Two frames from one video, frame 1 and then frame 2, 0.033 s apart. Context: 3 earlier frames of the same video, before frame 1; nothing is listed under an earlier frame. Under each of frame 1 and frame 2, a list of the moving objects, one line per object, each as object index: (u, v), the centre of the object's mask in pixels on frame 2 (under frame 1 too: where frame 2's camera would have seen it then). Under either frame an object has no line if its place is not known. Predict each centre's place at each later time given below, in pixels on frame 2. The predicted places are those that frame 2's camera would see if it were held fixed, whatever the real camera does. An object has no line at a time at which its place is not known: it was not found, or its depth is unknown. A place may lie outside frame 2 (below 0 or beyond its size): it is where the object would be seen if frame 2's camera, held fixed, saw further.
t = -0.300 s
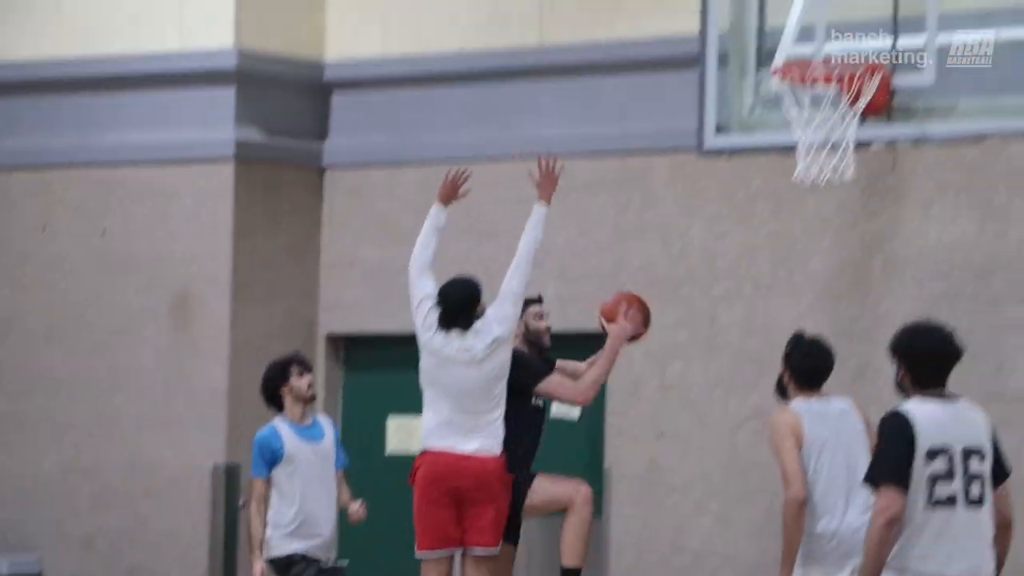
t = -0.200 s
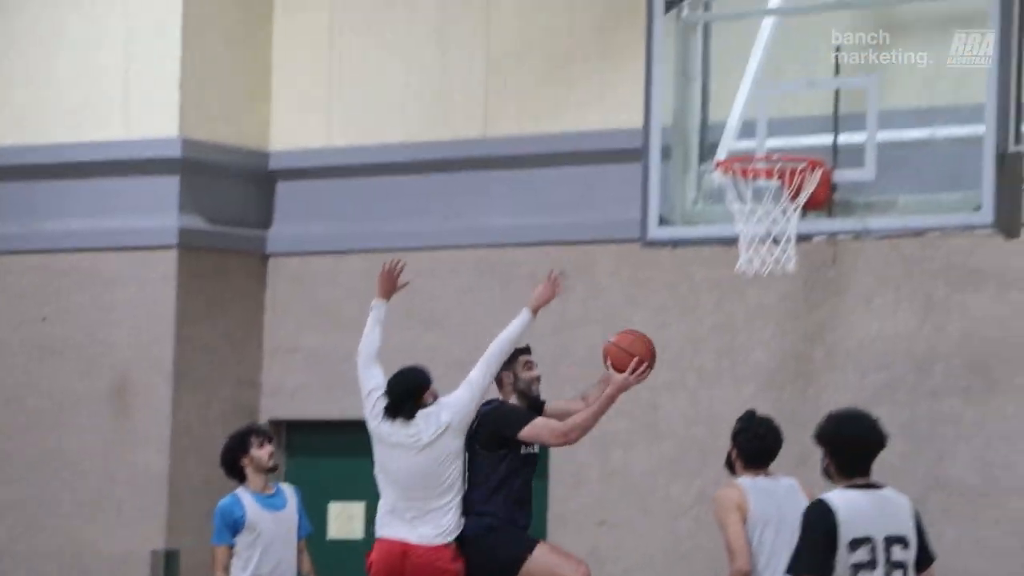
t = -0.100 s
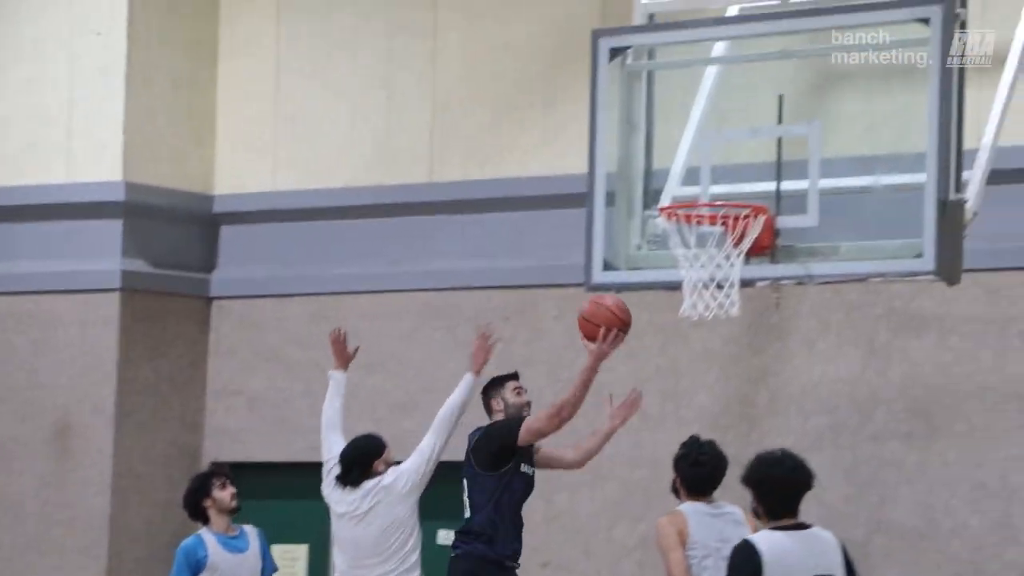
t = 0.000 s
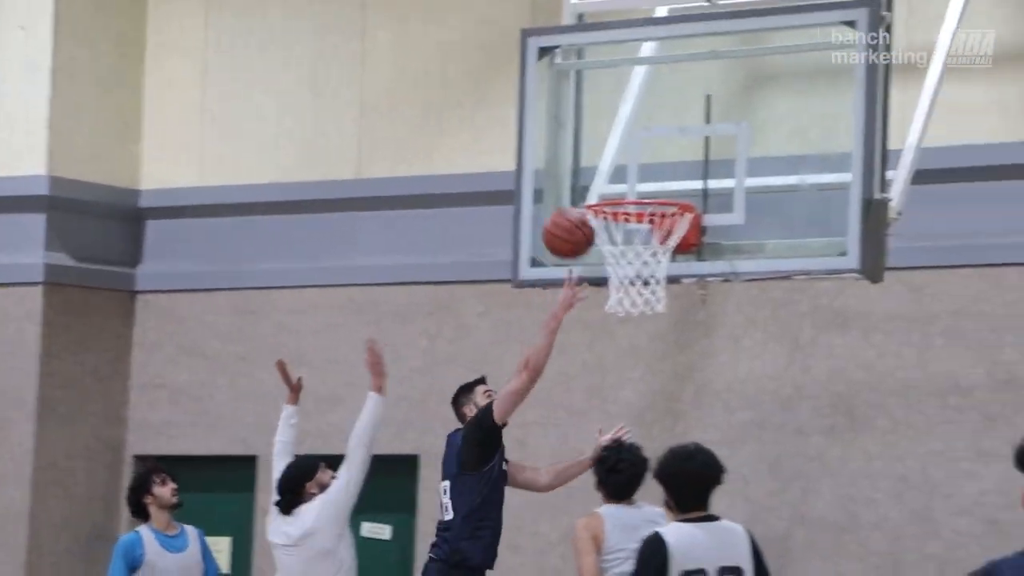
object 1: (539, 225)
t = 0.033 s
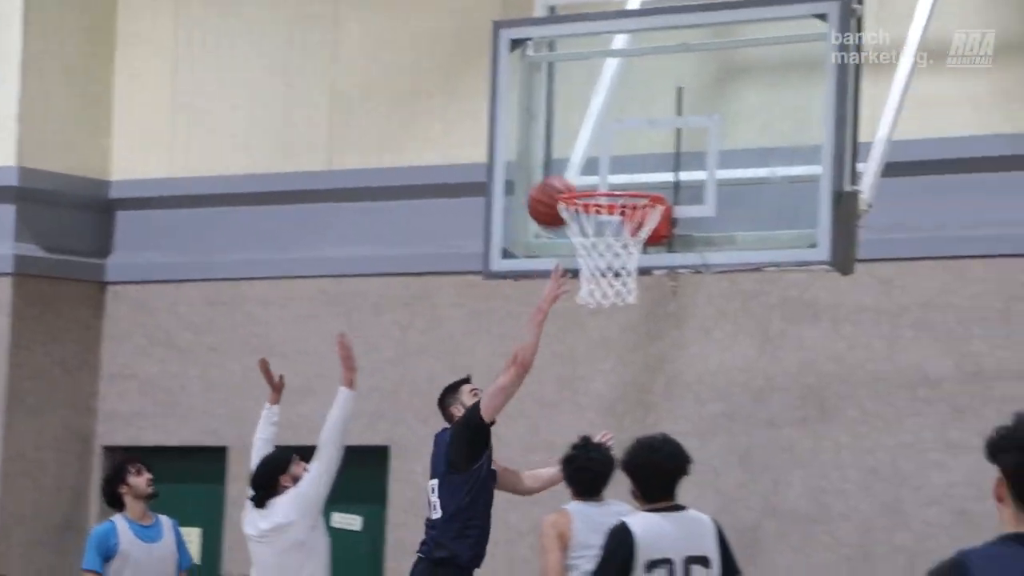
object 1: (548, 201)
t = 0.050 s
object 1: (556, 187)
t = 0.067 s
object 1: (566, 178)
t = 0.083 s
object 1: (573, 171)
